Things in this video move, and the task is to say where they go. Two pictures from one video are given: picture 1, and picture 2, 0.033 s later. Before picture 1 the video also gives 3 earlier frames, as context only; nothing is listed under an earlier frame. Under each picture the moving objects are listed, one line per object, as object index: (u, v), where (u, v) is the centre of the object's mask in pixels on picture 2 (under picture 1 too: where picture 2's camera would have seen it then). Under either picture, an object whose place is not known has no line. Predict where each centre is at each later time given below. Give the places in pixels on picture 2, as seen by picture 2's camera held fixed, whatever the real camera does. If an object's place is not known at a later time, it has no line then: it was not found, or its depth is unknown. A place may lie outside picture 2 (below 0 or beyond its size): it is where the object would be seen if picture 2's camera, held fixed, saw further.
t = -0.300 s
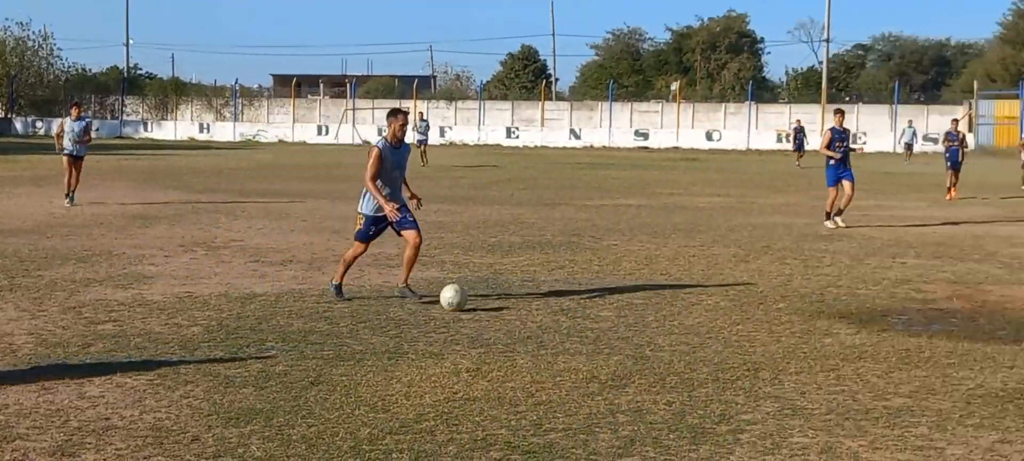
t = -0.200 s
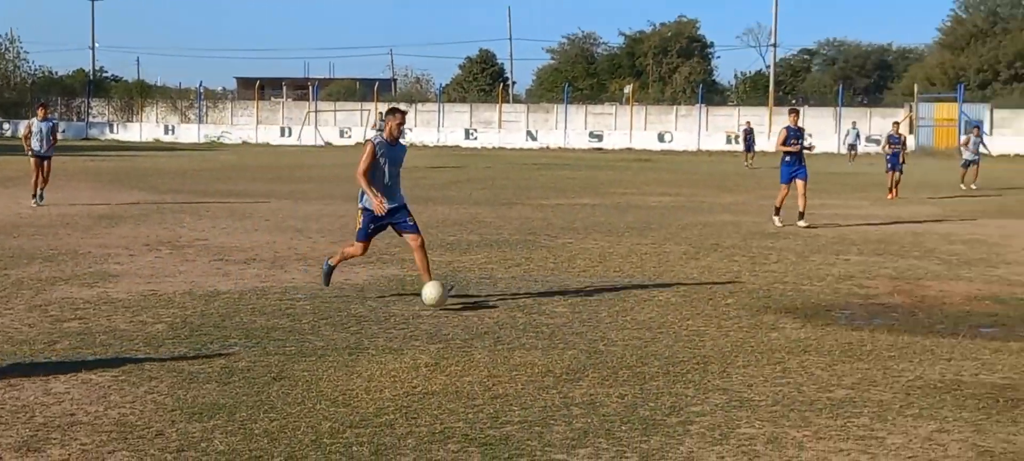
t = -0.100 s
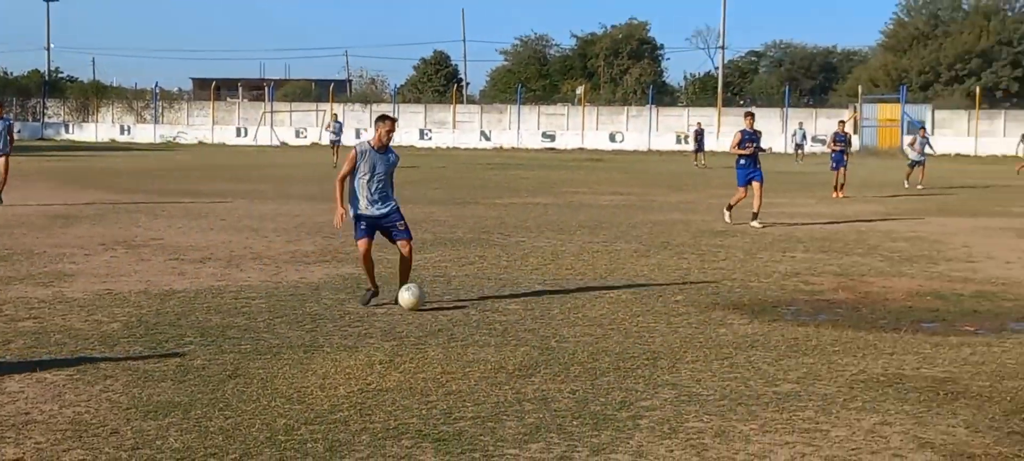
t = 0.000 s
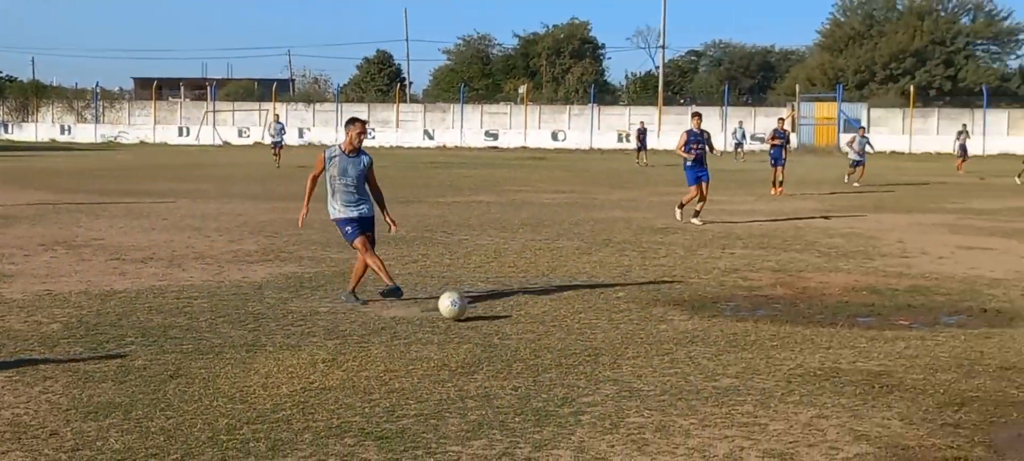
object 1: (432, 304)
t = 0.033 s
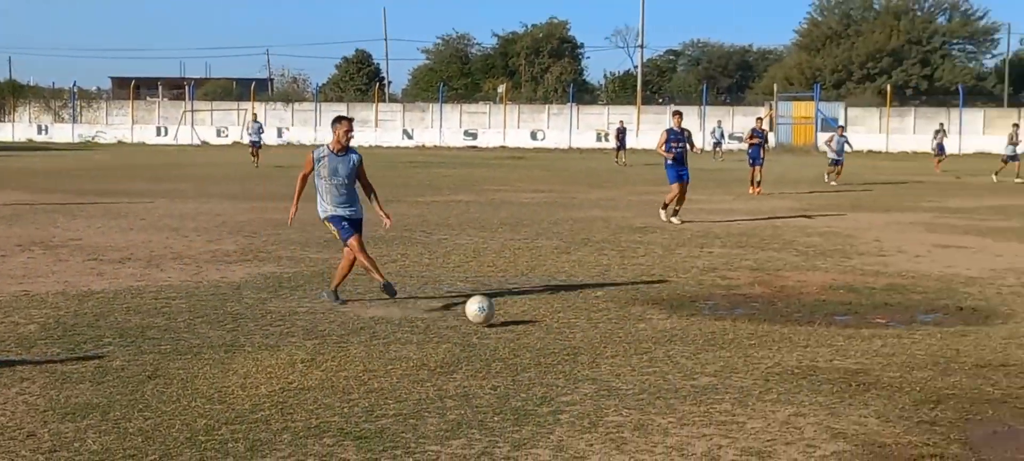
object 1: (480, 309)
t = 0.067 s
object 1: (530, 316)
